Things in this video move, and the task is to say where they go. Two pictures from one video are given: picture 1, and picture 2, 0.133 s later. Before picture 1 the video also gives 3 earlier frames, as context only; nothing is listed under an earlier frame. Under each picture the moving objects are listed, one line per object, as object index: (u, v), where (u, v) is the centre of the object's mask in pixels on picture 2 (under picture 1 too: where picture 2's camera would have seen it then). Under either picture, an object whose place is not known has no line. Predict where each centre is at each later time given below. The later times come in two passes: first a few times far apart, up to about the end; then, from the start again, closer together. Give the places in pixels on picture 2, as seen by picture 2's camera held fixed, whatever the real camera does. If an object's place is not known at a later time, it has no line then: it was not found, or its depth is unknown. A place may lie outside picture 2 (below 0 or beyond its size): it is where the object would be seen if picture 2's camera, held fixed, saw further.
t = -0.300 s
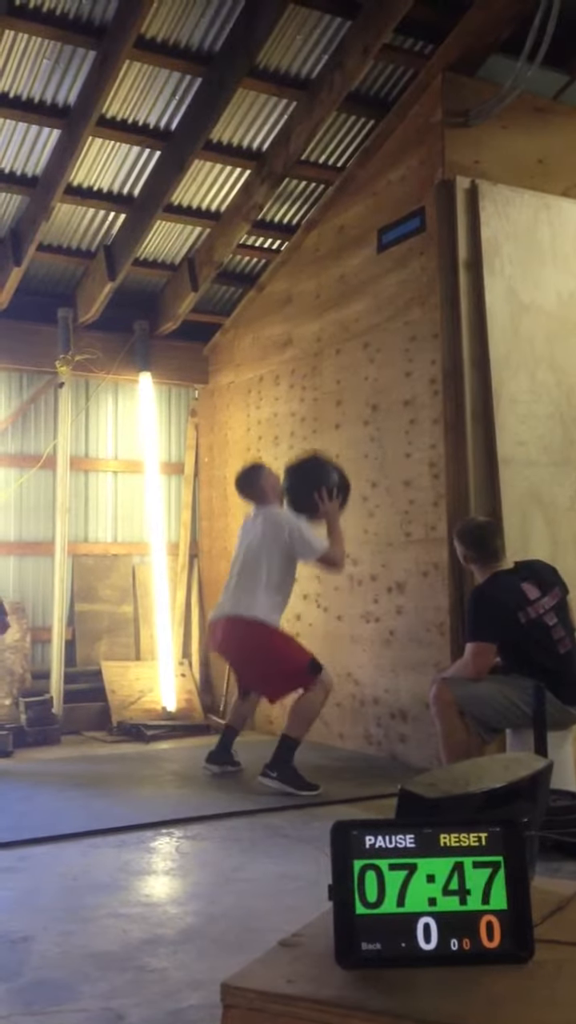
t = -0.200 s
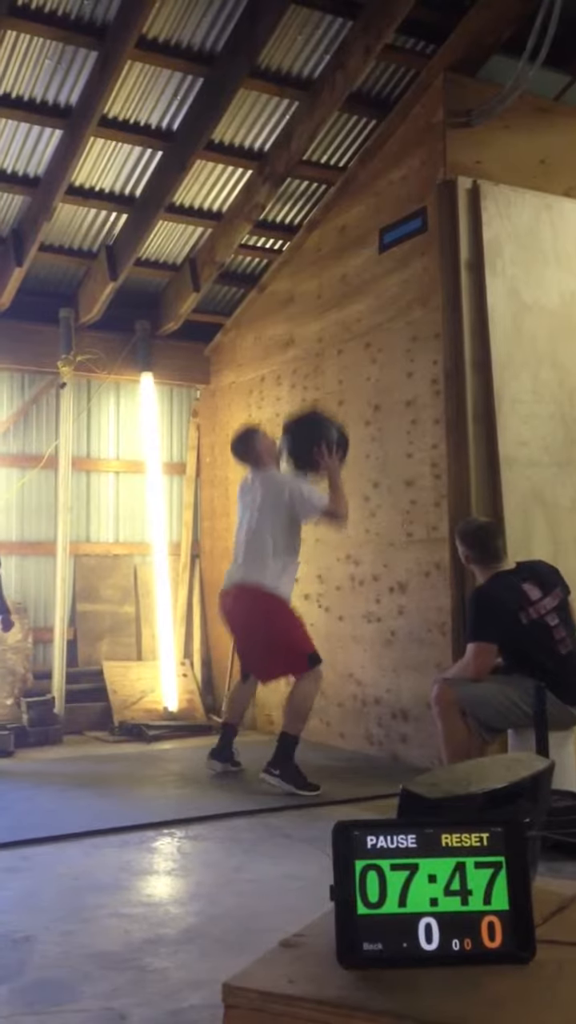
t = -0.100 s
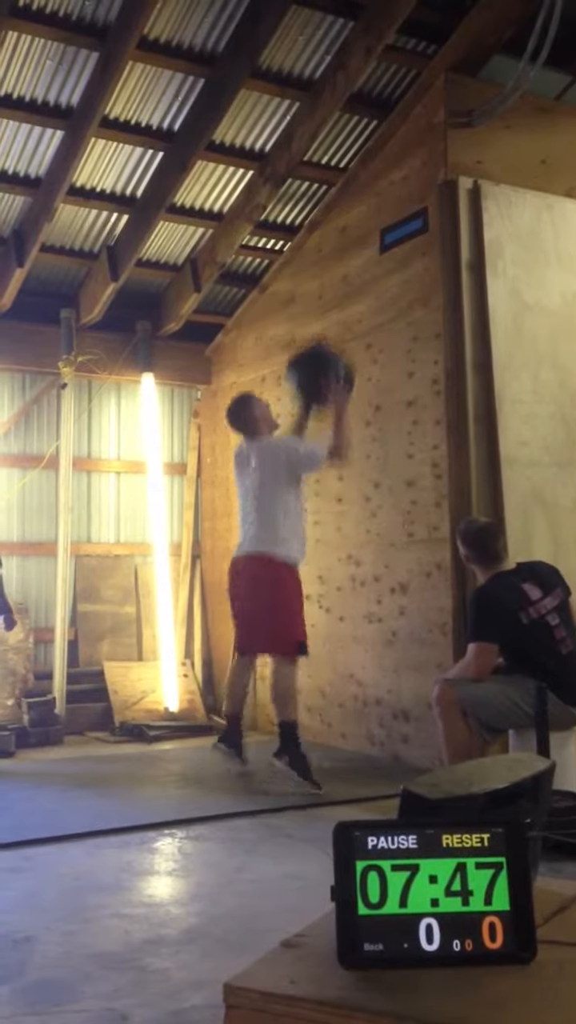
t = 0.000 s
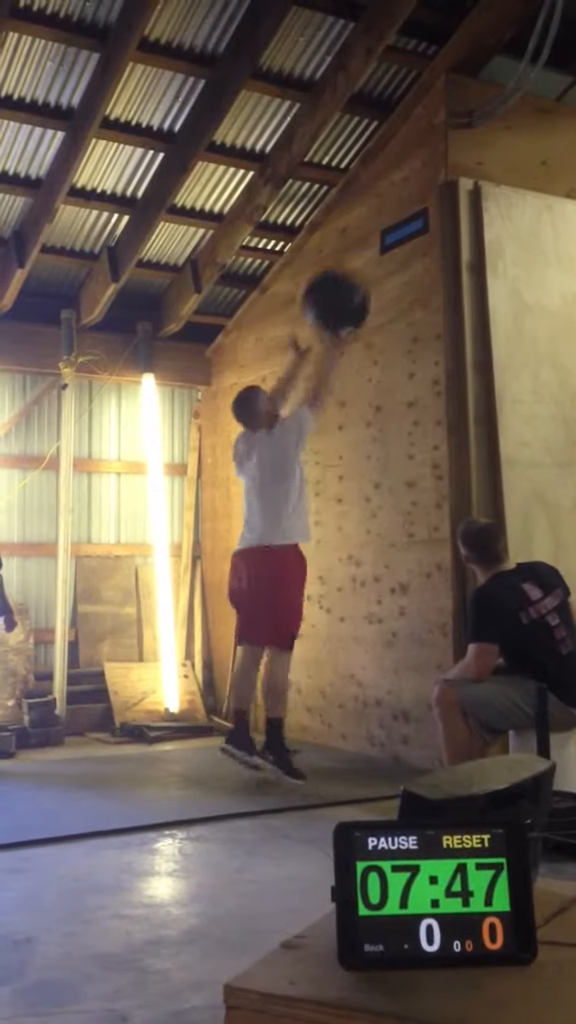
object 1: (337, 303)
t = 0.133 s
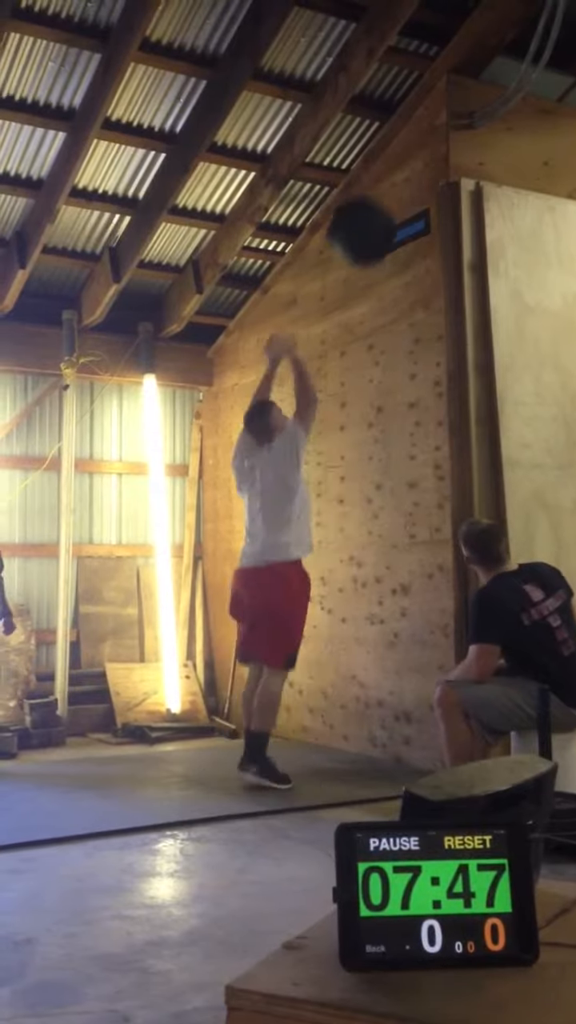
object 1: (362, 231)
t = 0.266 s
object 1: (387, 192)
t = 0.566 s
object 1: (362, 214)
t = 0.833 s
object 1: (334, 373)
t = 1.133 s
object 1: (301, 733)
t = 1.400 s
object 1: (313, 662)
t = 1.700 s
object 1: (334, 697)
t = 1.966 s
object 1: (340, 726)
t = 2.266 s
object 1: (334, 742)
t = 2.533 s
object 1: (325, 746)
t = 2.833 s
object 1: (325, 746)
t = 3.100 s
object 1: (326, 747)
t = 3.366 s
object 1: (326, 747)
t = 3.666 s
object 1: (326, 747)
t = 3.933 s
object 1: (326, 747)
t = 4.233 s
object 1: (326, 747)
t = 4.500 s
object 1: (326, 747)
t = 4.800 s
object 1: (326, 747)
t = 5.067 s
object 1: (326, 747)
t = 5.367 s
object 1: (326, 747)
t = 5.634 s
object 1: (326, 747)
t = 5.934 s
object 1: (326, 747)
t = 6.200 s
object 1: (326, 747)
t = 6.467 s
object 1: (326, 747)
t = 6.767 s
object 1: (326, 746)
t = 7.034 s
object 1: (326, 747)
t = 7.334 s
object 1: (326, 746)
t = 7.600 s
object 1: (326, 746)
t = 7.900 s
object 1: (326, 747)
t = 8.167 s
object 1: (326, 747)
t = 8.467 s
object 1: (326, 747)
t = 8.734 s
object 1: (326, 747)
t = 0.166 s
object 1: (367, 219)
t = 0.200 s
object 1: (372, 207)
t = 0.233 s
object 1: (379, 199)
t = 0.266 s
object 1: (387, 192)
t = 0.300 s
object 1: (391, 187)
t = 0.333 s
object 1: (391, 185)
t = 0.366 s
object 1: (390, 184)
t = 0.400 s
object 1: (384, 184)
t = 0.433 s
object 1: (378, 186)
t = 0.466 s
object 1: (375, 190)
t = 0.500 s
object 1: (372, 196)
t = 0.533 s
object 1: (368, 205)
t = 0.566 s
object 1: (362, 214)
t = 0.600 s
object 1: (358, 226)
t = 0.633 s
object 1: (354, 242)
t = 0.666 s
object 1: (352, 259)
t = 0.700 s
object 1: (348, 276)
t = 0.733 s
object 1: (345, 298)
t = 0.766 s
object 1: (341, 320)
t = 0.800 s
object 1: (338, 346)
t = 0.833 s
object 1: (334, 373)
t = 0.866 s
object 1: (330, 402)
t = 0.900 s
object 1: (327, 434)
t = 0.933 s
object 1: (324, 468)
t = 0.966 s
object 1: (320, 505)
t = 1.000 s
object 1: (317, 544)
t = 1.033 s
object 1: (313, 588)
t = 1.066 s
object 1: (309, 632)
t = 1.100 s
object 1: (306, 679)
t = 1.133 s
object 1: (301, 733)
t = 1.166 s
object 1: (298, 755)
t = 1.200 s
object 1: (300, 737)
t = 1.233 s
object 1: (303, 719)
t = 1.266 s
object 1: (304, 703)
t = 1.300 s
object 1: (307, 689)
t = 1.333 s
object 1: (309, 678)
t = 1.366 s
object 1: (311, 669)
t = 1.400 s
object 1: (313, 662)
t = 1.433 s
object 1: (316, 658)
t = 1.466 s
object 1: (318, 655)
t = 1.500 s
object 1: (320, 655)
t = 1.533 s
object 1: (322, 657)
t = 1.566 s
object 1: (325, 661)
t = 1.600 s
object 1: (327, 666)
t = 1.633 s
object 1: (329, 675)
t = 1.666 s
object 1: (332, 685)
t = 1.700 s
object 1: (334, 697)
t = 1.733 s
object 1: (337, 711)
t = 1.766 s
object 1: (339, 730)
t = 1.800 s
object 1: (342, 747)
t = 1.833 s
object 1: (342, 750)
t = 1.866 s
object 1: (342, 742)
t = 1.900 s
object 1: (341, 734)
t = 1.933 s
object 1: (341, 729)
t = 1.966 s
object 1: (340, 726)
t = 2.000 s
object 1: (340, 725)
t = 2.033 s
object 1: (340, 727)
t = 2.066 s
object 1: (339, 730)
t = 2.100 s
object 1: (339, 735)
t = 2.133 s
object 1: (338, 744)
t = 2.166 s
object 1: (337, 748)
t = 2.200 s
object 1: (336, 747)
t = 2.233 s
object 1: (335, 743)
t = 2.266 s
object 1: (334, 742)
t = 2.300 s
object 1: (333, 742)
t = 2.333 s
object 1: (332, 745)
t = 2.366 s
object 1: (330, 746)
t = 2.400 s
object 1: (329, 746)
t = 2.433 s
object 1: (328, 745)
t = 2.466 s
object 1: (327, 745)
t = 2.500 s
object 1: (326, 746)
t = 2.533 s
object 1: (325, 746)
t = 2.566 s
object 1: (325, 746)
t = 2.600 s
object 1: (324, 746)
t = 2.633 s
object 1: (324, 746)
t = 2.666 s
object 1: (324, 746)
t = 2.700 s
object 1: (324, 746)
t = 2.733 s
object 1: (324, 746)
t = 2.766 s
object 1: (324, 746)
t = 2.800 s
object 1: (324, 746)
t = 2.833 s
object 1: (325, 746)
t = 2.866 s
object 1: (325, 746)
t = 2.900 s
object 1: (325, 746)
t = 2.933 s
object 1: (326, 746)
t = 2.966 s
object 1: (326, 747)
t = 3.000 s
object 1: (326, 747)
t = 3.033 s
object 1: (326, 747)
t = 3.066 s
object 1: (326, 747)
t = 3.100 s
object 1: (326, 747)
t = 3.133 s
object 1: (326, 747)
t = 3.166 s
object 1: (326, 747)
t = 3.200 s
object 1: (326, 747)
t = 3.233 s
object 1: (326, 747)
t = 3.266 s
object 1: (326, 747)
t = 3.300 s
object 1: (326, 747)
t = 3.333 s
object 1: (326, 747)
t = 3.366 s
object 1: (326, 747)
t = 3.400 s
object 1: (326, 747)
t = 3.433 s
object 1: (326, 747)
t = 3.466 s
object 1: (326, 747)
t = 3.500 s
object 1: (326, 747)
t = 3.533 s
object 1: (326, 747)
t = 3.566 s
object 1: (326, 747)
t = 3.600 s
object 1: (326, 747)
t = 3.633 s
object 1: (326, 747)
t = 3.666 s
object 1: (326, 747)
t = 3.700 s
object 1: (326, 747)
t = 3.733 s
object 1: (326, 747)
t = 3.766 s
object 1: (326, 747)
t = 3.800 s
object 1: (326, 747)
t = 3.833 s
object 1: (326, 747)
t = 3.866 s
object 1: (326, 747)
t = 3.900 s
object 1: (326, 747)
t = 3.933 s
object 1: (326, 747)
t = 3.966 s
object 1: (326, 747)
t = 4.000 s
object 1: (326, 747)
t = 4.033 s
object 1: (326, 747)
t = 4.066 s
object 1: (326, 747)
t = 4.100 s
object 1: (326, 747)
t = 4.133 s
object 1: (326, 747)
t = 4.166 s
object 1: (326, 747)
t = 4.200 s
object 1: (326, 747)
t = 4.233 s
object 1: (326, 747)
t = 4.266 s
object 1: (326, 747)
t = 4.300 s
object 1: (326, 746)
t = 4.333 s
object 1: (326, 747)
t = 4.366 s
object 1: (326, 747)
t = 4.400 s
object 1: (326, 747)
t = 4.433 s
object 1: (326, 747)
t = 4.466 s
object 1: (326, 747)
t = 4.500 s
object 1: (326, 747)
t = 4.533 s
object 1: (326, 747)
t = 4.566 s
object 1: (326, 747)
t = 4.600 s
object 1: (326, 747)
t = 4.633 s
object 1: (326, 747)
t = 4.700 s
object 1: (326, 747)
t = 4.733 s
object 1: (326, 747)
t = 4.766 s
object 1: (326, 747)
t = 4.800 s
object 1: (326, 747)
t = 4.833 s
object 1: (326, 747)
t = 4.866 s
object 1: (326, 747)
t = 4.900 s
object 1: (326, 747)
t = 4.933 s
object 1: (326, 747)
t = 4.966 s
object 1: (326, 747)
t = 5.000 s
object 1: (326, 747)
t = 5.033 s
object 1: (326, 747)
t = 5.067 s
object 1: (326, 747)
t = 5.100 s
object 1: (326, 747)
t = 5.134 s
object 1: (326, 747)
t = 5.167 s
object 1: (326, 747)
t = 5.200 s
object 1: (326, 747)
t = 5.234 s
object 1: (326, 747)
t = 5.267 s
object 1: (326, 747)
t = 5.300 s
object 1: (326, 747)
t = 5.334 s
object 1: (326, 747)
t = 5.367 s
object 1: (326, 747)
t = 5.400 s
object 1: (326, 747)
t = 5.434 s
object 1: (326, 747)
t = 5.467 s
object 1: (326, 747)
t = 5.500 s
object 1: (326, 747)
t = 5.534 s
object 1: (326, 747)
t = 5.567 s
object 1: (326, 747)
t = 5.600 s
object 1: (326, 747)
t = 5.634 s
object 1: (326, 747)
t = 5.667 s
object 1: (326, 747)
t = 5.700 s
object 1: (326, 747)
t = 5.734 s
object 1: (326, 747)
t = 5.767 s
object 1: (326, 747)
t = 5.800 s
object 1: (326, 747)
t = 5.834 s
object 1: (326, 746)
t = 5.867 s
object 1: (326, 746)
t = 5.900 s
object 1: (326, 747)
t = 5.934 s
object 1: (326, 747)
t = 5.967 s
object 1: (326, 746)
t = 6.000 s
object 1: (326, 746)
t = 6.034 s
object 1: (326, 746)
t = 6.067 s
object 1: (326, 746)
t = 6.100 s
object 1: (326, 747)
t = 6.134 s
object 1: (326, 746)
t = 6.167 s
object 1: (326, 747)
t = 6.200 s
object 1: (326, 747)
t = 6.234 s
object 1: (326, 747)
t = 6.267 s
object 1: (326, 747)
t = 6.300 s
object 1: (326, 747)
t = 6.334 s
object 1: (326, 747)
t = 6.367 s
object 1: (326, 747)
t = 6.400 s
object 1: (326, 747)
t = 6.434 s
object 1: (326, 747)
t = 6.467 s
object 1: (326, 747)
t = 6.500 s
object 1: (326, 747)
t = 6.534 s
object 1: (326, 747)
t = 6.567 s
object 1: (326, 747)
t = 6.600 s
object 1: (326, 746)
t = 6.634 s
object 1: (326, 746)
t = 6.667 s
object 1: (326, 746)
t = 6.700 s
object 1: (326, 747)
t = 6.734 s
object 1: (326, 747)
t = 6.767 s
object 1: (326, 746)
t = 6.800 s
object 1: (326, 747)
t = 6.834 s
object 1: (326, 747)
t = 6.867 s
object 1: (326, 747)
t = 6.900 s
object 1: (326, 747)
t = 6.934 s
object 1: (326, 747)
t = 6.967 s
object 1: (326, 747)
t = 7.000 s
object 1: (326, 747)
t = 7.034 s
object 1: (326, 747)
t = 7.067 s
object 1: (326, 747)
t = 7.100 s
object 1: (326, 747)
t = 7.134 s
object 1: (326, 747)
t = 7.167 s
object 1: (326, 747)
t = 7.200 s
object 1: (326, 747)
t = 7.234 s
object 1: (326, 746)
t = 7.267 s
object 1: (326, 746)
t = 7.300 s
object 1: (326, 746)
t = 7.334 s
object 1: (326, 746)
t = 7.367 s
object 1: (326, 746)
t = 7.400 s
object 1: (326, 746)
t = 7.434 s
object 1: (326, 746)
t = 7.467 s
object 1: (326, 746)
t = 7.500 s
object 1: (326, 746)
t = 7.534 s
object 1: (326, 746)
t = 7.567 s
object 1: (326, 746)
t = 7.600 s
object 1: (326, 746)
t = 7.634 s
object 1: (326, 746)
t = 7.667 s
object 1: (326, 746)
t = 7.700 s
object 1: (326, 746)
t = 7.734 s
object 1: (326, 746)
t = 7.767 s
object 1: (326, 747)
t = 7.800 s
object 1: (326, 746)
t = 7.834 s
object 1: (326, 746)
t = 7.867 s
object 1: (326, 746)
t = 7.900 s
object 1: (326, 747)
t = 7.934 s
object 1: (326, 747)
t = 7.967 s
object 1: (326, 747)
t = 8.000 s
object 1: (326, 747)
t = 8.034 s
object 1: (326, 747)
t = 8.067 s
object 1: (326, 747)
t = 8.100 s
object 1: (326, 747)
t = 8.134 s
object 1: (326, 747)
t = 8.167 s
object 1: (326, 747)
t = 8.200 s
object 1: (326, 747)
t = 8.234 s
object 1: (326, 747)
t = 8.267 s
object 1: (326, 747)
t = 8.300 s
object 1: (326, 747)
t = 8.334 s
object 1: (326, 747)
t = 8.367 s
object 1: (326, 747)
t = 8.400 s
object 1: (326, 747)
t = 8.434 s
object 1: (326, 747)
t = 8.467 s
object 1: (326, 747)
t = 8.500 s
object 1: (326, 747)
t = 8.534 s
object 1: (326, 747)
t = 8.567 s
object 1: (326, 747)
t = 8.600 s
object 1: (326, 747)
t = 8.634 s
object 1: (326, 747)
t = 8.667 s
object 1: (326, 747)
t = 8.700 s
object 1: (326, 747)
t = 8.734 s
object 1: (326, 747)
